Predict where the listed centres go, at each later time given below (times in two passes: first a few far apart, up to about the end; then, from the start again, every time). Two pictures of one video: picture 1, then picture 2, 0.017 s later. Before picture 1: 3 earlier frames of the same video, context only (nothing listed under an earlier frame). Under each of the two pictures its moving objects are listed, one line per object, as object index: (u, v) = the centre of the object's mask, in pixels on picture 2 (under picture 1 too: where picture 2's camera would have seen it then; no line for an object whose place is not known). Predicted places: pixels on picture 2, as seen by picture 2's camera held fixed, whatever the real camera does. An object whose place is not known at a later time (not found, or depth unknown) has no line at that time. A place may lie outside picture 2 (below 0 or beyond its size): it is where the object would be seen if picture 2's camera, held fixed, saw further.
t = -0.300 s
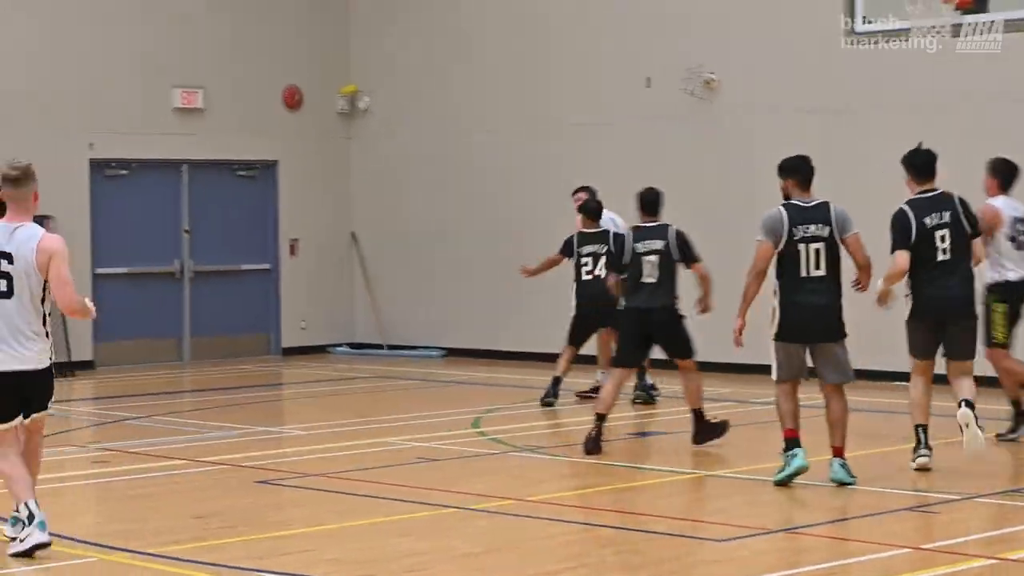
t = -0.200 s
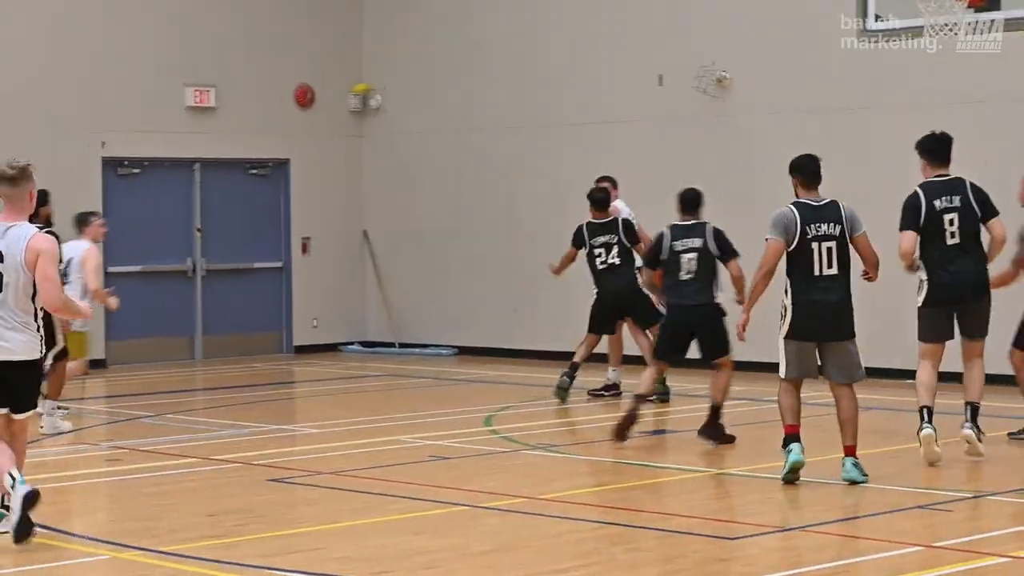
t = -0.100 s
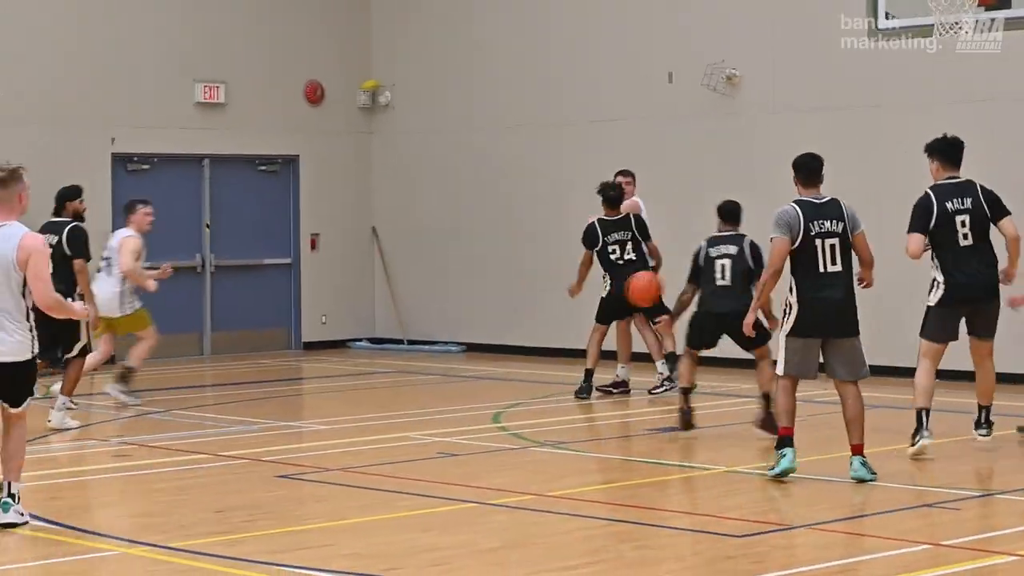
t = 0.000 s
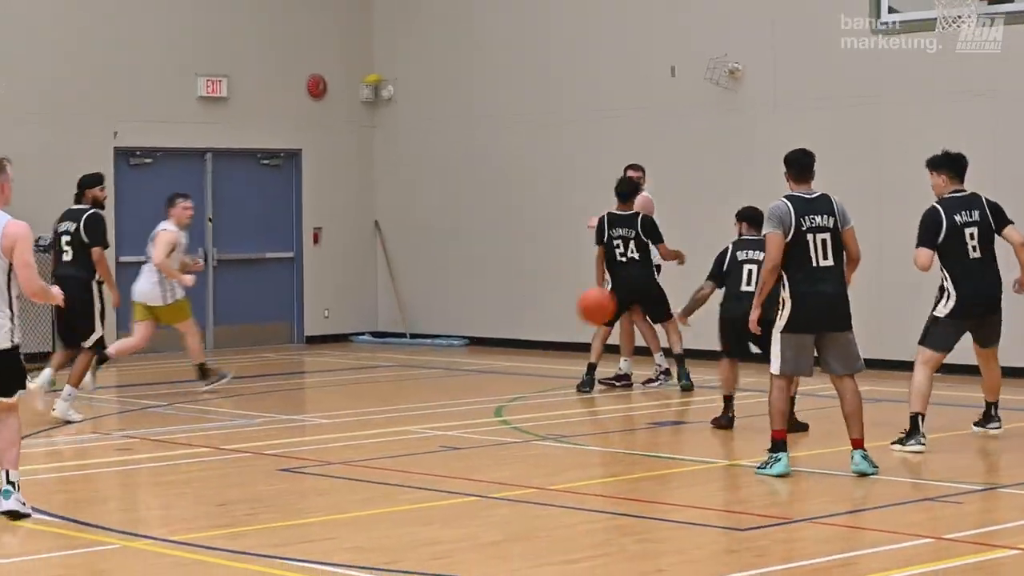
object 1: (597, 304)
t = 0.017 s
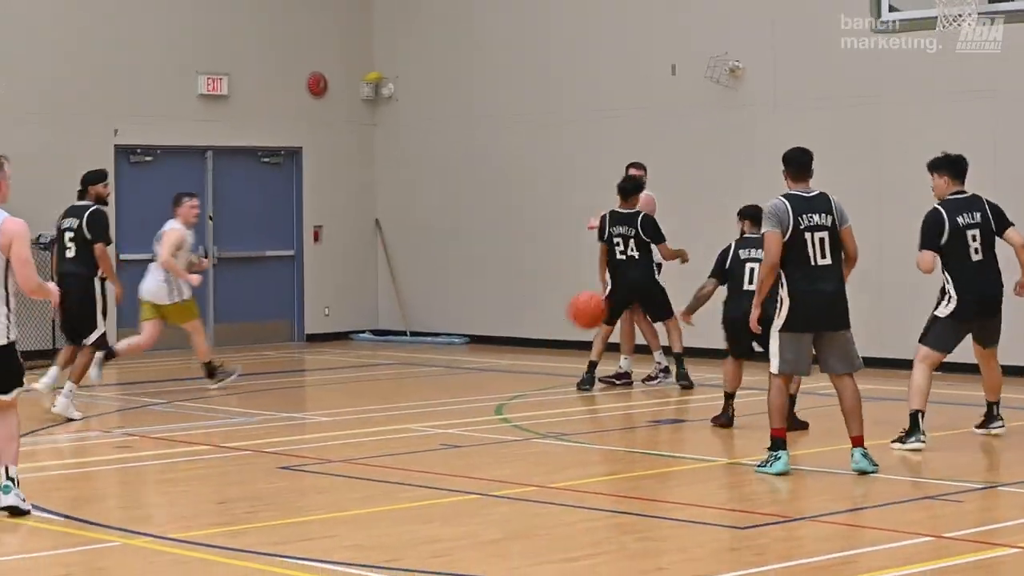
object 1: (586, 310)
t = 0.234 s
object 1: (465, 440)
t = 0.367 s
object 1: (390, 412)
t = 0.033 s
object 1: (579, 316)
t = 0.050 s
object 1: (569, 324)
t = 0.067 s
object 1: (560, 331)
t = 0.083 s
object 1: (551, 338)
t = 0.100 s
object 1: (542, 347)
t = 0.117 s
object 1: (532, 357)
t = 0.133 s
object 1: (523, 366)
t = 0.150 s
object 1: (514, 377)
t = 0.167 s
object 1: (504, 389)
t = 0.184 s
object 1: (494, 401)
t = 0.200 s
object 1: (484, 412)
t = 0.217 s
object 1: (474, 426)
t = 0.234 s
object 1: (465, 440)
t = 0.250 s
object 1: (454, 455)
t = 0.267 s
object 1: (446, 458)
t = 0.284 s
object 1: (436, 449)
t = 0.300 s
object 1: (427, 443)
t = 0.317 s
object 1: (417, 433)
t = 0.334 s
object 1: (408, 426)
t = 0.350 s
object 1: (400, 419)
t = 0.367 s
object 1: (390, 412)
